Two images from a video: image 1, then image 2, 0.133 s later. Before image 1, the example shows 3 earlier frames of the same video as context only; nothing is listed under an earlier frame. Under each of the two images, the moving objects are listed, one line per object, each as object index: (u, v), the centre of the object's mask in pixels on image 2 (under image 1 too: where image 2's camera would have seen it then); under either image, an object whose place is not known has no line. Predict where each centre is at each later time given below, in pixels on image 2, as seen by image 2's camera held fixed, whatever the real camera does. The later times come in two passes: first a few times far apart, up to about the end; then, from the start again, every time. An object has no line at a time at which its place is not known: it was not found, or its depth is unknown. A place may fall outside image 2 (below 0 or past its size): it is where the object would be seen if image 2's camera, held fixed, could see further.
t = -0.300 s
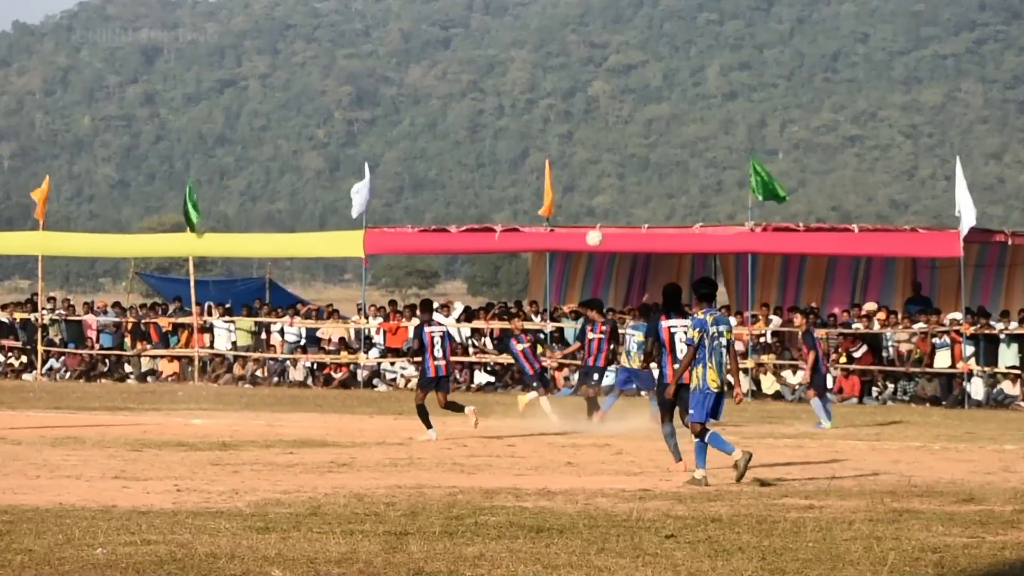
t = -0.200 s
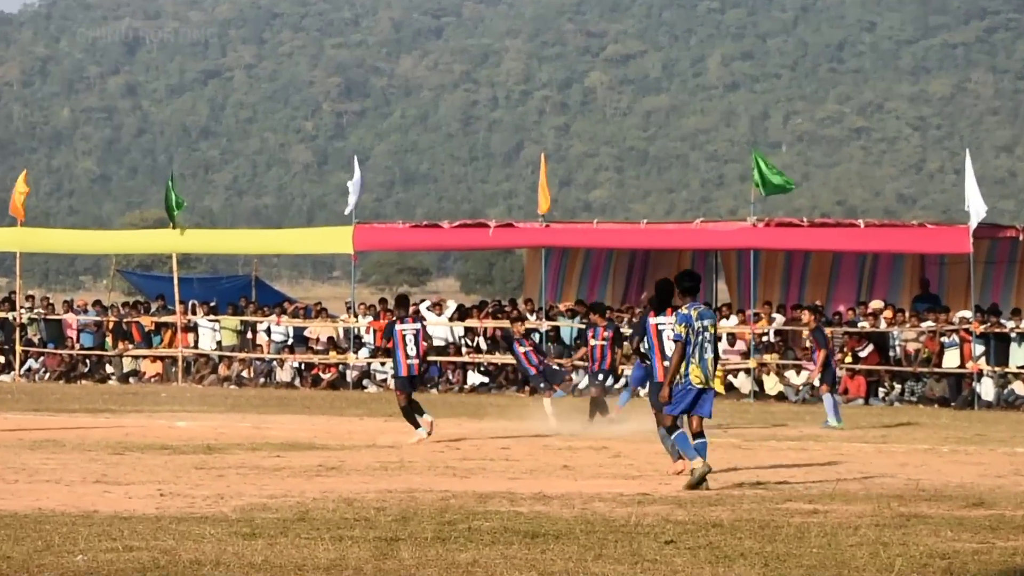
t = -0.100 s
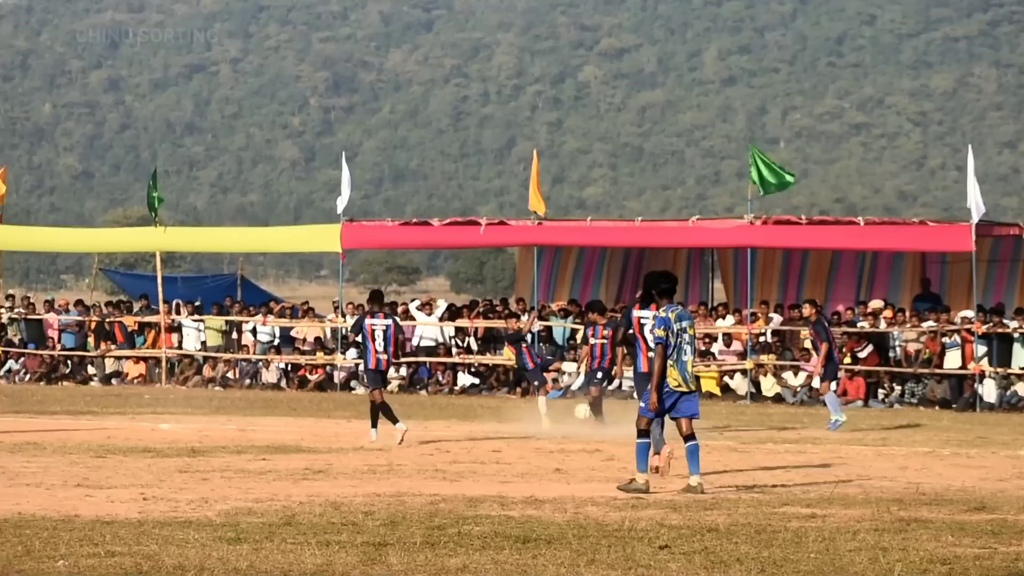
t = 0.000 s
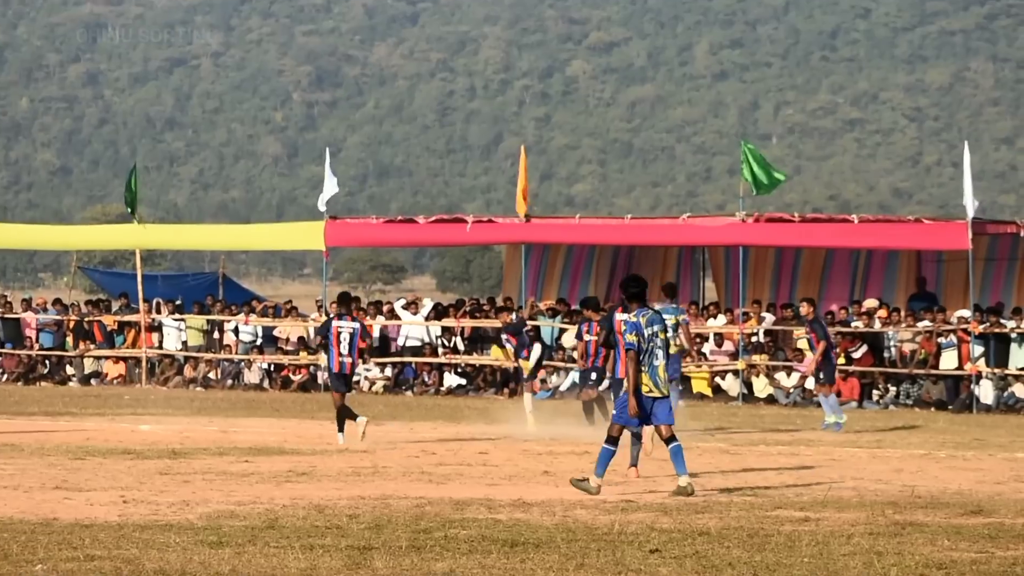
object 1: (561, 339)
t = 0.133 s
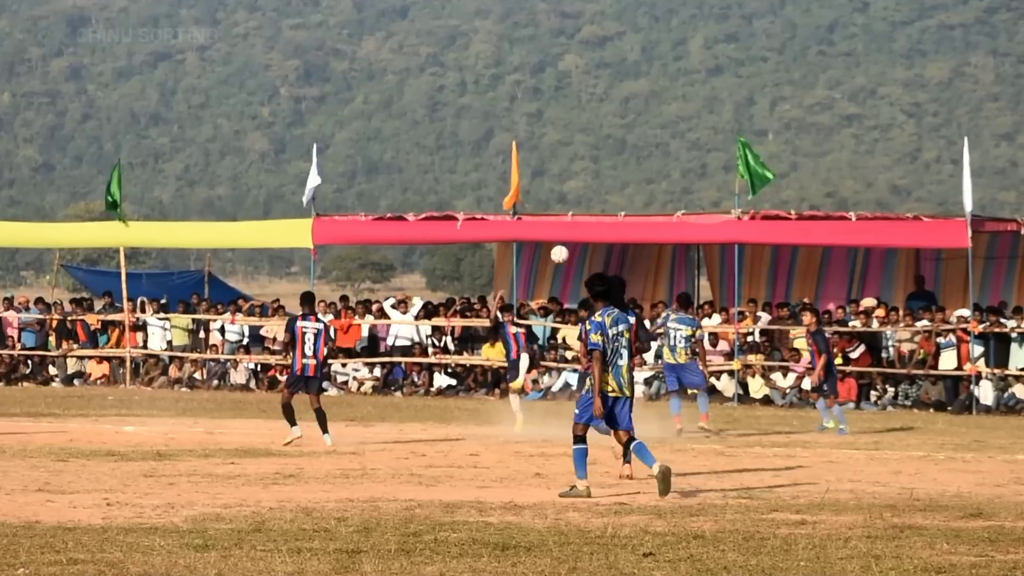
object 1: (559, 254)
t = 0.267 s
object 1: (555, 186)
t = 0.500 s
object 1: (548, 105)
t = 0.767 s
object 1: (539, 65)
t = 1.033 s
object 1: (534, 82)
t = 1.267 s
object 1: (530, 141)
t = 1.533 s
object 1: (527, 255)
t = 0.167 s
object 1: (558, 237)
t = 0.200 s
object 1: (557, 218)
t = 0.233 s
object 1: (556, 200)
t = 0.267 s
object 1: (555, 186)
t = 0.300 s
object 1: (555, 171)
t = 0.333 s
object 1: (554, 160)
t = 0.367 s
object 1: (553, 146)
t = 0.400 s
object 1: (552, 135)
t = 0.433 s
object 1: (550, 123)
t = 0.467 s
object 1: (549, 115)
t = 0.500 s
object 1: (548, 105)
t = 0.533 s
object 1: (547, 97)
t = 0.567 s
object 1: (545, 90)
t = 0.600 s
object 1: (544, 83)
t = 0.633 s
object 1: (543, 78)
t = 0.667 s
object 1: (543, 73)
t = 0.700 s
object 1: (542, 69)
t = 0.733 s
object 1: (541, 65)
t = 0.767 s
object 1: (539, 65)
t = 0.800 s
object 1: (538, 64)
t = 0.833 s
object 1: (538, 63)
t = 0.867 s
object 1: (537, 65)
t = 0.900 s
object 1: (536, 66)
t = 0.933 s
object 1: (536, 69)
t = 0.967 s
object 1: (535, 72)
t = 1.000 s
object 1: (534, 77)
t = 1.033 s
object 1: (534, 82)
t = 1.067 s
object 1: (533, 88)
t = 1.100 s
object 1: (532, 95)
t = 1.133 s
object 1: (531, 102)
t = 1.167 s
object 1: (531, 111)
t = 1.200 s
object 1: (530, 119)
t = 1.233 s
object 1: (530, 130)
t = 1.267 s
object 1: (530, 141)
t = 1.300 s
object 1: (529, 152)
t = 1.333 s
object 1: (529, 165)
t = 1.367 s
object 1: (528, 177)
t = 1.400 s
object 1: (528, 192)
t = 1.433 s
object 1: (527, 206)
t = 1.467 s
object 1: (527, 222)
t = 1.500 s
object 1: (527, 238)
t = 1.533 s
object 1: (527, 255)
